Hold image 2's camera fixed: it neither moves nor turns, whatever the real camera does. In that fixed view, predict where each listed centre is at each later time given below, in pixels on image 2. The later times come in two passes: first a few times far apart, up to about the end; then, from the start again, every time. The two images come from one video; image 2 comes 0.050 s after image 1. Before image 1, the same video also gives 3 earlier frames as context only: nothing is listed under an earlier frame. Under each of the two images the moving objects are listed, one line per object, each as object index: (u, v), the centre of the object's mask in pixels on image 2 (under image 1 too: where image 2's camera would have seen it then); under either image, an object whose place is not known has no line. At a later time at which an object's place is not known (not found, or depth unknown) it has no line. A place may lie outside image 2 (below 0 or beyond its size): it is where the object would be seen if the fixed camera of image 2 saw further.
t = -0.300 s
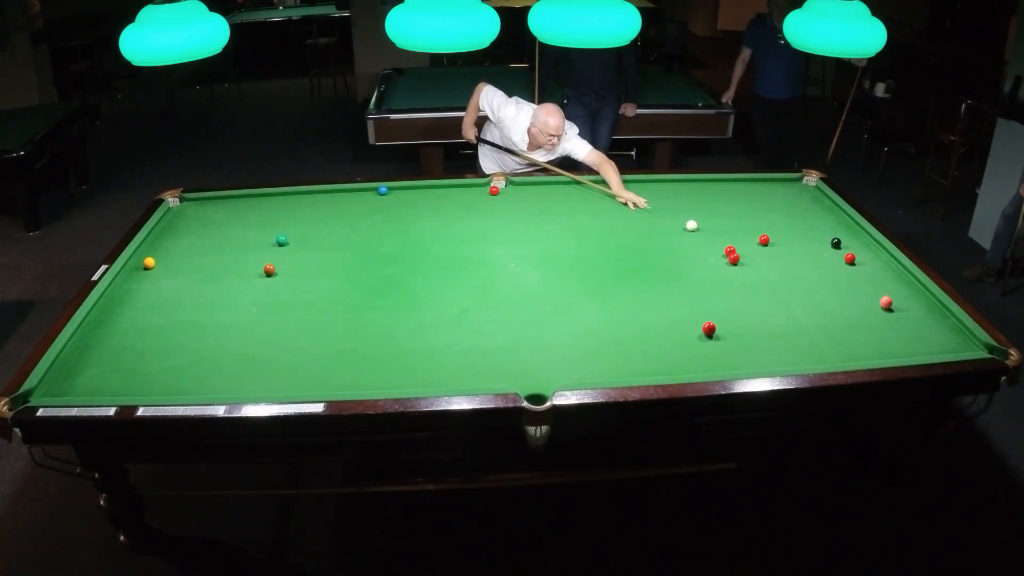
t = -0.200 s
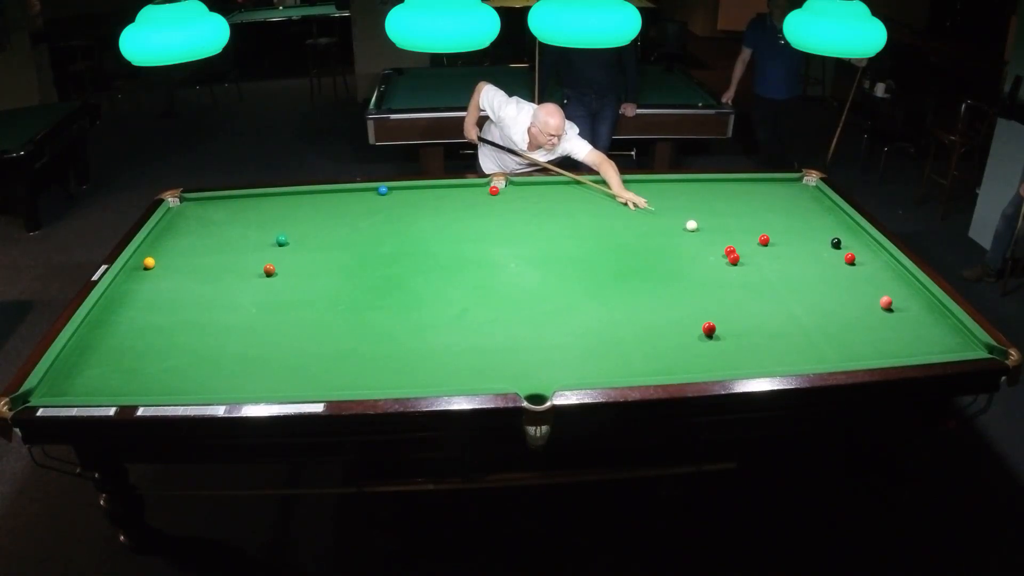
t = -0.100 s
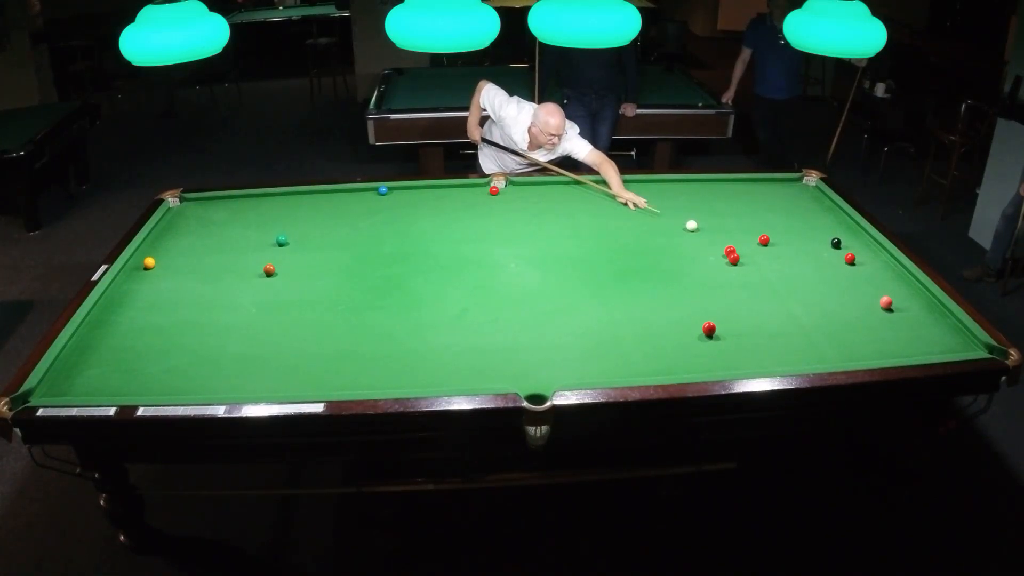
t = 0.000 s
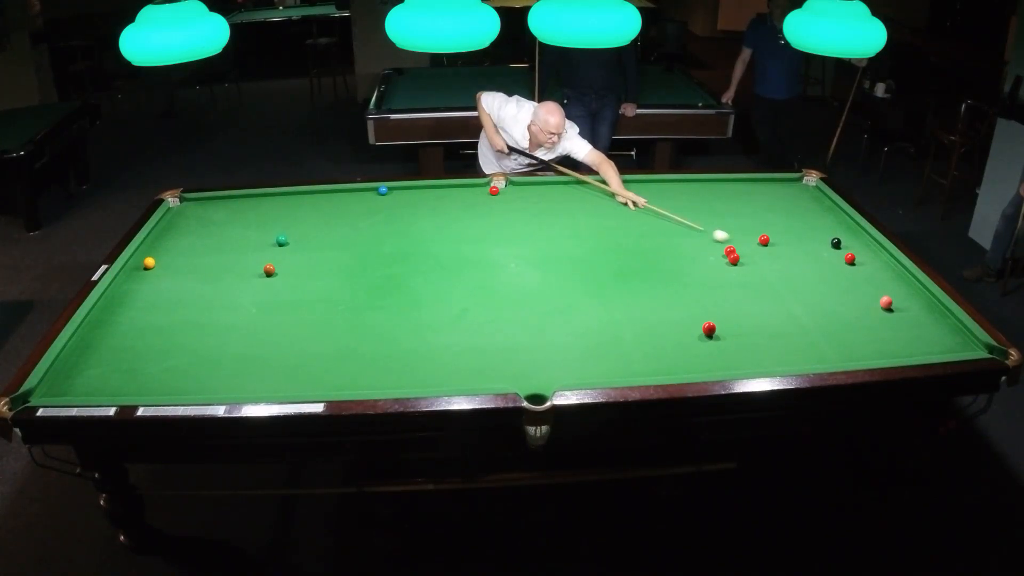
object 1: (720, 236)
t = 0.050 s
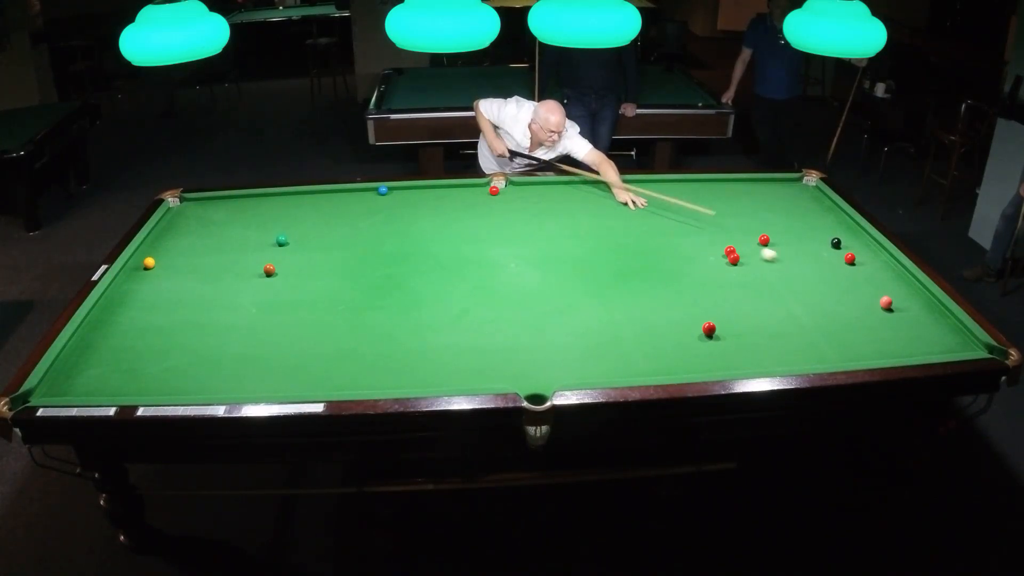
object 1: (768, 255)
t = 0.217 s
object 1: (880, 296)
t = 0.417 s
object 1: (896, 293)
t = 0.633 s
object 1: (911, 291)
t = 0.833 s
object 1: (922, 288)
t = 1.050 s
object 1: (906, 284)
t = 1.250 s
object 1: (893, 280)
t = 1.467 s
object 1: (879, 276)
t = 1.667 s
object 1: (868, 273)
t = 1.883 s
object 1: (857, 270)
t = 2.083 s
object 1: (848, 267)
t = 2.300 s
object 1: (839, 265)
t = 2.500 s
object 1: (832, 263)
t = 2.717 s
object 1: (825, 261)
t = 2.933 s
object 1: (820, 260)
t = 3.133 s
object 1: (816, 258)
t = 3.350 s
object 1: (812, 257)
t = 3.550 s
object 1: (810, 257)
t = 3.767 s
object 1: (809, 256)
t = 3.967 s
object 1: (809, 256)
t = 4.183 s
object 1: (809, 256)
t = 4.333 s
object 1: (809, 256)
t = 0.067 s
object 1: (785, 261)
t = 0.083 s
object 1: (801, 268)
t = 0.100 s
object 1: (818, 274)
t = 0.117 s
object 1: (834, 281)
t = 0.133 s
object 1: (851, 288)
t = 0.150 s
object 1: (868, 295)
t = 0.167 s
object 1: (876, 297)
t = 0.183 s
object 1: (878, 297)
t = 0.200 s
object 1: (879, 296)
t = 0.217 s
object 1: (880, 296)
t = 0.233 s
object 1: (882, 296)
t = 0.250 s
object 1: (883, 296)
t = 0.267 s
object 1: (884, 295)
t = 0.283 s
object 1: (885, 295)
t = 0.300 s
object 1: (887, 295)
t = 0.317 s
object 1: (888, 295)
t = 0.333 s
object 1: (889, 294)
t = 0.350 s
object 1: (891, 294)
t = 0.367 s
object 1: (892, 294)
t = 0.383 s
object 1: (893, 294)
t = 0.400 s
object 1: (894, 294)
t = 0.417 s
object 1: (896, 293)
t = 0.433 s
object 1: (897, 293)
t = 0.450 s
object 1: (898, 293)
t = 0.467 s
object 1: (899, 293)
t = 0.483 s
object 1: (900, 293)
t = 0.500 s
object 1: (902, 292)
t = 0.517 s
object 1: (903, 292)
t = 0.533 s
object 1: (904, 292)
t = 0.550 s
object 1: (905, 292)
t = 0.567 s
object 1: (906, 291)
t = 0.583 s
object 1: (907, 291)
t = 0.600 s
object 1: (909, 291)
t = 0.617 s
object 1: (910, 291)
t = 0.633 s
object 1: (911, 291)
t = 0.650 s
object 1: (912, 290)
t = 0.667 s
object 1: (913, 290)
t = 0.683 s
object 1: (914, 290)
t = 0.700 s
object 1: (915, 290)
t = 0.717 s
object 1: (916, 290)
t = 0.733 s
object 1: (917, 289)
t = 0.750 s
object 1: (919, 289)
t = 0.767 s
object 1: (920, 289)
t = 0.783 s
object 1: (921, 289)
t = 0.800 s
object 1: (922, 289)
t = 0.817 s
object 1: (923, 288)
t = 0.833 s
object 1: (922, 288)
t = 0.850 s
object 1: (921, 288)
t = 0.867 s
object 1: (920, 287)
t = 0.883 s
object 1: (918, 287)
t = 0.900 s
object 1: (917, 287)
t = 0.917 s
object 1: (915, 286)
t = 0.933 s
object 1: (914, 286)
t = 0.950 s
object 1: (913, 286)
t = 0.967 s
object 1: (912, 285)
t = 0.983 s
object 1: (911, 285)
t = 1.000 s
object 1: (910, 285)
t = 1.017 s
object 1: (908, 284)
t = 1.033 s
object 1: (907, 284)
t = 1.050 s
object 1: (906, 284)
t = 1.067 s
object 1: (905, 283)
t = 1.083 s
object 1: (904, 283)
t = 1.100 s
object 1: (903, 283)
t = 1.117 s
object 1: (901, 282)
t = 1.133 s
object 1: (900, 282)
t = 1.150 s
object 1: (899, 282)
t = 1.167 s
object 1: (898, 282)
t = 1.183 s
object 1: (897, 281)
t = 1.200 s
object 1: (896, 281)
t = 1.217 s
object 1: (895, 280)
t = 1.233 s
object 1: (894, 280)
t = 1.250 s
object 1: (893, 280)
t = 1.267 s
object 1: (892, 279)
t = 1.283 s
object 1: (891, 279)
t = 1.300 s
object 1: (889, 279)
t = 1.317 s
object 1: (888, 279)
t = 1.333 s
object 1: (887, 278)
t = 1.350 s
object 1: (886, 278)
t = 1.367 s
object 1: (885, 278)
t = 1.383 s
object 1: (884, 277)
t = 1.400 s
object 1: (883, 277)
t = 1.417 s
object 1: (882, 277)
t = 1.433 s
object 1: (881, 277)
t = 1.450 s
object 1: (880, 276)
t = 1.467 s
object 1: (879, 276)
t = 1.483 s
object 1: (878, 276)
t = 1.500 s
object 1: (877, 276)
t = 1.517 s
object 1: (876, 275)
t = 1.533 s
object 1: (876, 275)
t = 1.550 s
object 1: (874, 275)
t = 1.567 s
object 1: (873, 275)
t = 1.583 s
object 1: (872, 274)
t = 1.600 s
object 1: (872, 274)
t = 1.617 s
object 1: (871, 274)
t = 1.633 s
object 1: (870, 274)
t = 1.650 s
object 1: (869, 273)
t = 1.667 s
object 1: (868, 273)
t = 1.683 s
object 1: (867, 273)
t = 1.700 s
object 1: (866, 272)
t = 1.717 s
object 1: (866, 272)
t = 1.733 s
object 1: (865, 272)
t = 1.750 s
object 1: (864, 272)
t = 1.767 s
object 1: (863, 272)
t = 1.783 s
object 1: (862, 271)
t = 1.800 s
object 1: (861, 271)
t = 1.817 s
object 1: (860, 271)
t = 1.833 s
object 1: (860, 271)
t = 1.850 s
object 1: (859, 270)
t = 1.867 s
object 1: (858, 270)
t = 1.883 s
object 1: (857, 270)
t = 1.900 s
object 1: (856, 270)
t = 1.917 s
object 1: (855, 270)
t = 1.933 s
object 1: (855, 269)
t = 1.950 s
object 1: (854, 269)
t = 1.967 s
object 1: (853, 269)
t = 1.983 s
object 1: (852, 269)
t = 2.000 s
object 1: (852, 269)
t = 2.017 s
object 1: (851, 268)
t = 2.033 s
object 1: (850, 268)
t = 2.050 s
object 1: (849, 268)
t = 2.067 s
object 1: (849, 268)
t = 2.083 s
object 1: (848, 267)
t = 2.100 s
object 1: (847, 267)
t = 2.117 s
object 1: (846, 267)
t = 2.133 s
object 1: (846, 267)
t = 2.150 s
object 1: (845, 267)
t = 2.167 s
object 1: (844, 267)
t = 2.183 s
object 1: (844, 267)
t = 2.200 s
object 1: (843, 266)
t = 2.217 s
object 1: (842, 266)
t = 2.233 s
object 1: (842, 266)
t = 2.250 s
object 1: (841, 266)
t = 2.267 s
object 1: (840, 266)
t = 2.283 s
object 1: (840, 266)
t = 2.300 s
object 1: (839, 265)
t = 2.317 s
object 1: (839, 265)
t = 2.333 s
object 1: (838, 265)
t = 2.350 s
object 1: (837, 265)
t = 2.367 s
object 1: (837, 265)
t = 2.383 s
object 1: (836, 264)
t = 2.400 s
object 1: (835, 264)
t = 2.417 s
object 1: (835, 264)
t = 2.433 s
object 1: (834, 264)
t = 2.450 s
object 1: (834, 264)
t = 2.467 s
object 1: (833, 263)
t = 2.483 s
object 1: (833, 263)
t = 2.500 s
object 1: (832, 263)
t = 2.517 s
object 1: (831, 263)
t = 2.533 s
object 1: (831, 263)
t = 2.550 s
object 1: (830, 263)
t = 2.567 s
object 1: (830, 263)
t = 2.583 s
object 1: (829, 262)
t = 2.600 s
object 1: (829, 262)
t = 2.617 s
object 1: (828, 262)
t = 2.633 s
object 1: (828, 262)
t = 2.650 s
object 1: (827, 262)
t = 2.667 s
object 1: (827, 262)
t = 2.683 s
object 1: (826, 262)
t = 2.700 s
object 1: (826, 261)
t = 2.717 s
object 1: (825, 261)
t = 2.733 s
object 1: (825, 261)
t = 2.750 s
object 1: (824, 261)
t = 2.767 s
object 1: (824, 261)
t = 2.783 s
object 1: (824, 261)
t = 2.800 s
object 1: (823, 261)
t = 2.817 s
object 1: (823, 260)
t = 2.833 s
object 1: (822, 260)
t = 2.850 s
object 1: (822, 260)
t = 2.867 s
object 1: (821, 260)
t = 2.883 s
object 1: (821, 260)
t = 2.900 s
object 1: (821, 260)
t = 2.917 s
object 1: (820, 260)
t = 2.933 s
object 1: (820, 260)
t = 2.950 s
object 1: (819, 260)
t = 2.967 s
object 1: (819, 260)
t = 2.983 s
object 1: (819, 259)
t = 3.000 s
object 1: (818, 259)
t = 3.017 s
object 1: (818, 259)
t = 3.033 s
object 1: (818, 259)
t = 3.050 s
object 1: (817, 259)
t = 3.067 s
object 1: (817, 259)
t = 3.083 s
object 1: (817, 259)
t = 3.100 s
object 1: (816, 259)
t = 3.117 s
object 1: (816, 259)
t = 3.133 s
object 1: (816, 258)
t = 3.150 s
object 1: (815, 258)
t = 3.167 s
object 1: (815, 258)
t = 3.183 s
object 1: (815, 258)
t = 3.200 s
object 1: (814, 258)
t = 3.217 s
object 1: (814, 258)
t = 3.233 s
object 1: (814, 258)
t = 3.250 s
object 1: (814, 258)
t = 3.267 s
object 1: (814, 258)
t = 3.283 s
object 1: (813, 258)
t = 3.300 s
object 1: (813, 258)
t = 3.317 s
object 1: (813, 257)
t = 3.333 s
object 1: (813, 257)
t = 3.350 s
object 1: (812, 257)
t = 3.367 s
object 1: (812, 257)
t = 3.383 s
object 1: (812, 257)
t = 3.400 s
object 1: (812, 257)
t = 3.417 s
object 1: (812, 257)
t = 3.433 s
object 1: (811, 257)
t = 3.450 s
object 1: (811, 257)
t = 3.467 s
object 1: (811, 257)
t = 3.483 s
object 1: (811, 257)
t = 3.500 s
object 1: (811, 257)
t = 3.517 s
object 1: (810, 257)
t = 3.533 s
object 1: (810, 257)
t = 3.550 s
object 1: (810, 257)
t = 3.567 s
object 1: (810, 256)
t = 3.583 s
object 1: (810, 256)
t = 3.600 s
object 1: (810, 256)
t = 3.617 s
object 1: (810, 256)
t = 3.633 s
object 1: (809, 256)
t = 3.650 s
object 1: (809, 256)
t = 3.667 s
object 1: (809, 256)
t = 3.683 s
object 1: (809, 256)
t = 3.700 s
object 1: (809, 256)
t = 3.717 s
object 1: (809, 256)
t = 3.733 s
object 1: (809, 256)
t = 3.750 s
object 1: (809, 256)
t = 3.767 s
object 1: (809, 256)
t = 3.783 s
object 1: (809, 256)
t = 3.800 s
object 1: (809, 256)
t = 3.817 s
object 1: (809, 256)
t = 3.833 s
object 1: (809, 256)
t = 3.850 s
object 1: (809, 256)
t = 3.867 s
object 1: (809, 256)
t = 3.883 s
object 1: (809, 256)
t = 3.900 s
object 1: (809, 256)
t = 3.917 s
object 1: (809, 256)
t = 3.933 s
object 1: (809, 256)
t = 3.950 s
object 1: (809, 256)
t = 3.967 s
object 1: (809, 256)
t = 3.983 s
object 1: (809, 256)
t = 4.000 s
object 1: (809, 256)
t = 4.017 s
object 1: (809, 256)
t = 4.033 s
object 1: (809, 256)
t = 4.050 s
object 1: (809, 256)
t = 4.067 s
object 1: (809, 256)
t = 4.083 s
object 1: (809, 256)
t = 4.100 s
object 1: (809, 256)
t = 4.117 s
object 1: (809, 256)
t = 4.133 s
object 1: (809, 256)
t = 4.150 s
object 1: (809, 256)
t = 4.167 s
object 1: (809, 256)
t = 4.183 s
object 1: (809, 256)
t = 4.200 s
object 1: (809, 256)
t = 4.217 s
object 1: (809, 256)
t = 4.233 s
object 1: (809, 256)
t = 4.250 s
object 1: (809, 256)
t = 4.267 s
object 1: (809, 256)
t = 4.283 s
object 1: (809, 256)
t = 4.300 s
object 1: (809, 256)
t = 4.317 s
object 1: (809, 256)
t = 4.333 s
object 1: (809, 256)
